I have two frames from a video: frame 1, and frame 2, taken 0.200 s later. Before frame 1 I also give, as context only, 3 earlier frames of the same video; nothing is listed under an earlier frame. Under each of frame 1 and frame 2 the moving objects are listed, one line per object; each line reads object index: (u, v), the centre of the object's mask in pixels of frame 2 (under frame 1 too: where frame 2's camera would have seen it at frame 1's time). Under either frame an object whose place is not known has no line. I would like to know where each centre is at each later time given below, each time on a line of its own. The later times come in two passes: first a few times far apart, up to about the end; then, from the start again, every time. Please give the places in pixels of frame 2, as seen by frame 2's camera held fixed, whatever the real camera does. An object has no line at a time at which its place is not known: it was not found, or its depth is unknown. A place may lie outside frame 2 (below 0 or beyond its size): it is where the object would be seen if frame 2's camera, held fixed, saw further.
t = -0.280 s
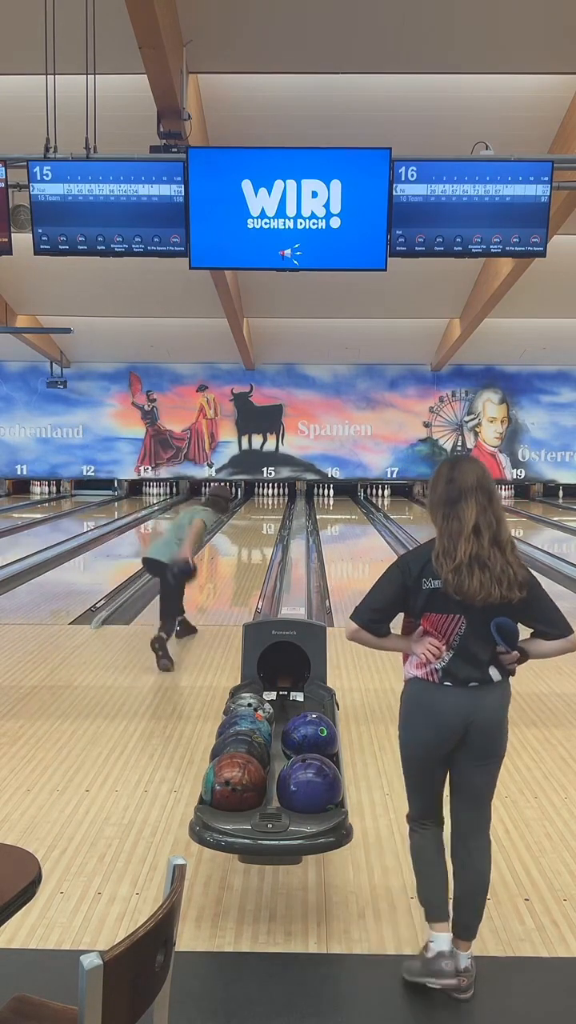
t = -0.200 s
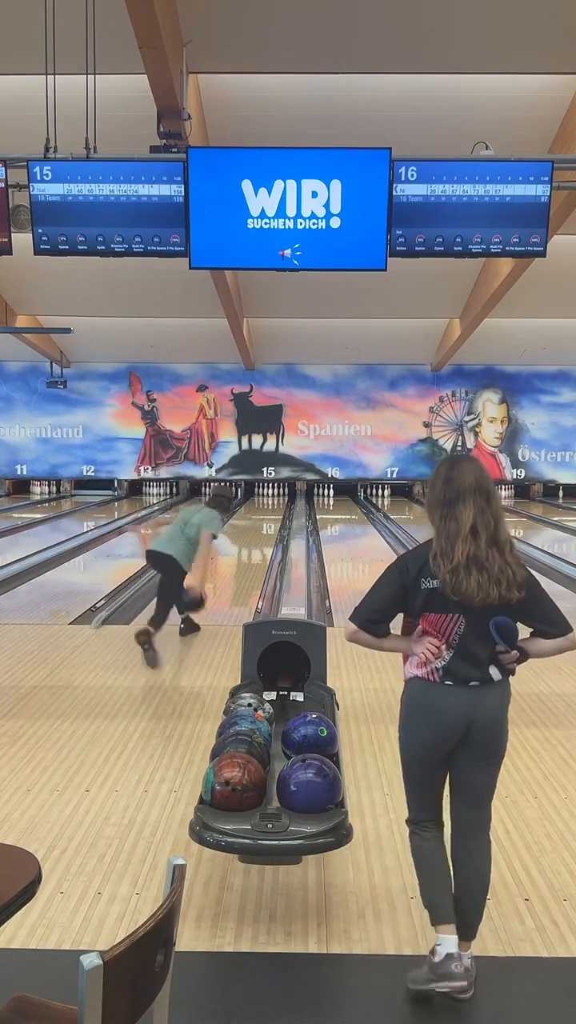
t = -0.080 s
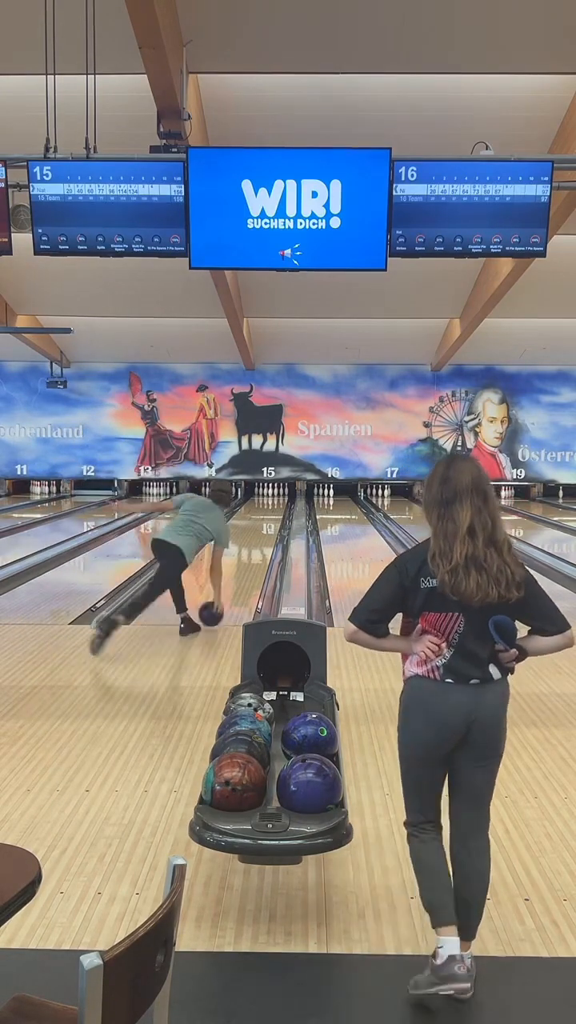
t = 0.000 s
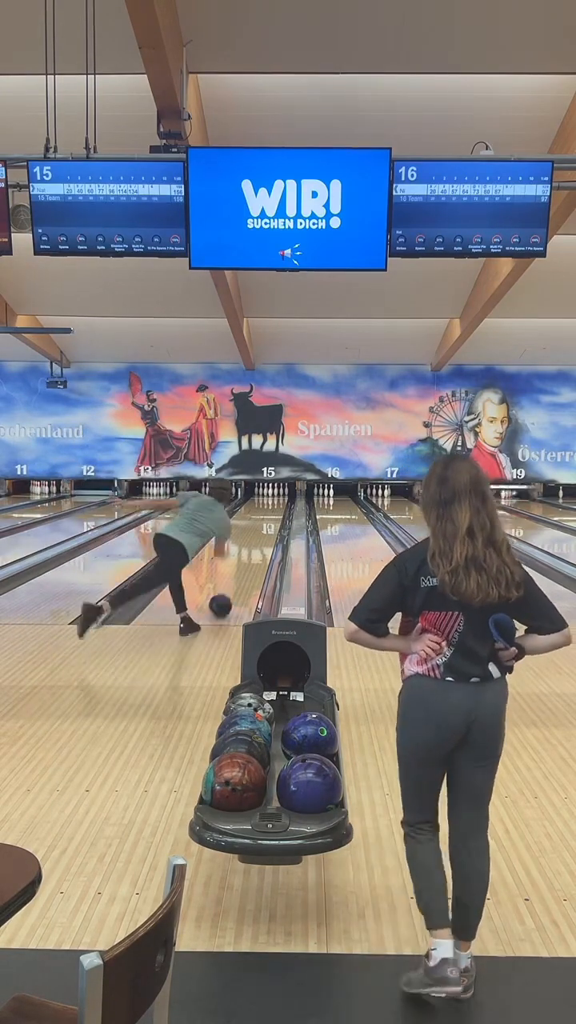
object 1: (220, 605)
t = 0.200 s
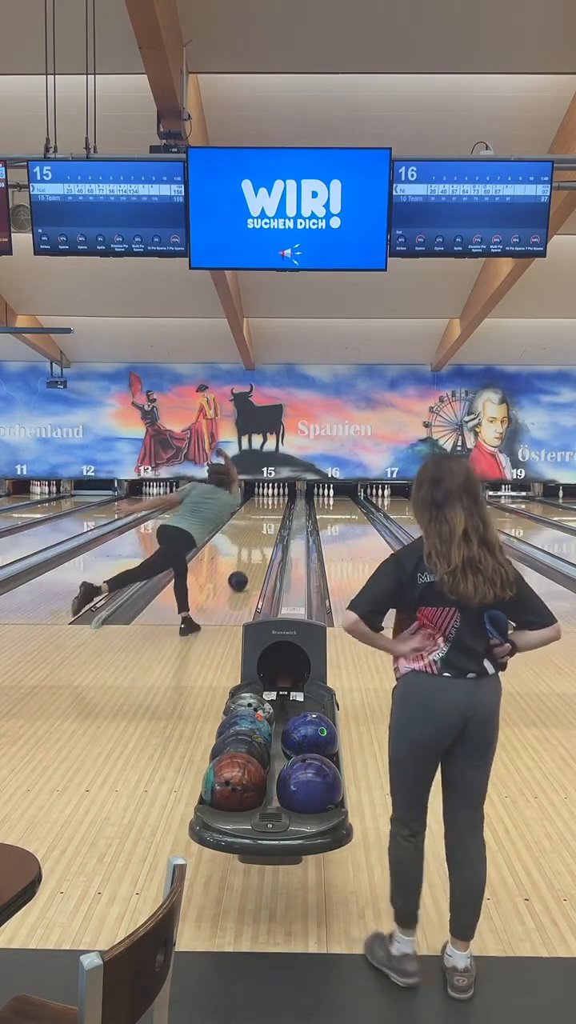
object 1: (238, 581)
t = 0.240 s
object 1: (241, 576)
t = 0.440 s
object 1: (250, 558)
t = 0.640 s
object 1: (261, 546)
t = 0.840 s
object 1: (267, 536)
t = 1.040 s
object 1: (272, 528)
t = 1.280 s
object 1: (276, 519)
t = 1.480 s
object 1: (279, 514)
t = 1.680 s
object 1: (280, 509)
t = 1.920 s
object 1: (280, 504)
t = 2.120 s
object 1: (280, 500)
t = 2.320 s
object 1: (278, 498)
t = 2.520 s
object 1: (276, 496)
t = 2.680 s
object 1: (275, 493)
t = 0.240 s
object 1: (241, 576)
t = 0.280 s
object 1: (243, 568)
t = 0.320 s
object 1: (246, 564)
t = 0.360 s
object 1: (247, 562)
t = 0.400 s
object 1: (249, 560)
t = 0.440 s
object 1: (250, 558)
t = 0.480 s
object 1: (253, 556)
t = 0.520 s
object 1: (255, 554)
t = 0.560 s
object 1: (258, 551)
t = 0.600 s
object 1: (259, 549)
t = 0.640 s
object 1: (261, 546)
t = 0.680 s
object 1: (262, 544)
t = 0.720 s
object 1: (264, 542)
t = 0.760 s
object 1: (265, 540)
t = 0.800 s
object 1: (266, 538)
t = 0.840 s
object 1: (267, 536)
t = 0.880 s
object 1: (269, 534)
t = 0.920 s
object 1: (269, 532)
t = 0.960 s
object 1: (270, 530)
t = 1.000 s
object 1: (271, 529)
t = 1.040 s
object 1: (272, 528)
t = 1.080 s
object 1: (273, 526)
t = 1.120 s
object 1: (274, 525)
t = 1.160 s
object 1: (274, 523)
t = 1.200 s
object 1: (275, 522)
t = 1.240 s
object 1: (276, 520)
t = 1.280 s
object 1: (276, 519)
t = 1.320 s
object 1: (277, 518)
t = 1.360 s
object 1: (277, 517)
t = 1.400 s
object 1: (278, 516)
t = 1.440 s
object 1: (279, 515)
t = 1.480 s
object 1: (279, 514)
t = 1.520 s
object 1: (279, 513)
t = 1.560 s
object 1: (279, 512)
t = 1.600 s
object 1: (279, 510)
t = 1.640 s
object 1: (280, 510)
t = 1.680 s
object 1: (280, 509)
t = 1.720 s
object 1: (280, 508)
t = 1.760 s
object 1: (280, 508)
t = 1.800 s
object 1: (280, 506)
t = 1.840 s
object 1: (280, 505)
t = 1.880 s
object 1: (280, 504)
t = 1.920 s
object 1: (280, 504)
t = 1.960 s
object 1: (280, 503)
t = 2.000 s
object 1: (280, 502)
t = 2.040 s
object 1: (280, 502)
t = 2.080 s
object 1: (280, 501)
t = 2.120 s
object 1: (280, 500)
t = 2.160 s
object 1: (280, 500)
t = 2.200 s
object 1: (280, 499)
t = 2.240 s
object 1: (279, 499)
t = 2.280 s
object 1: (279, 498)
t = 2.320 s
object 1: (278, 498)
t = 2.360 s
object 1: (278, 497)
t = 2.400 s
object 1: (277, 496)
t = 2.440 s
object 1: (277, 496)
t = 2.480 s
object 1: (276, 496)
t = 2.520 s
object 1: (276, 496)
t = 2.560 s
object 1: (275, 495)
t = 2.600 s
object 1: (276, 494)
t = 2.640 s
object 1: (275, 494)
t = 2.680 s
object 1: (275, 493)
